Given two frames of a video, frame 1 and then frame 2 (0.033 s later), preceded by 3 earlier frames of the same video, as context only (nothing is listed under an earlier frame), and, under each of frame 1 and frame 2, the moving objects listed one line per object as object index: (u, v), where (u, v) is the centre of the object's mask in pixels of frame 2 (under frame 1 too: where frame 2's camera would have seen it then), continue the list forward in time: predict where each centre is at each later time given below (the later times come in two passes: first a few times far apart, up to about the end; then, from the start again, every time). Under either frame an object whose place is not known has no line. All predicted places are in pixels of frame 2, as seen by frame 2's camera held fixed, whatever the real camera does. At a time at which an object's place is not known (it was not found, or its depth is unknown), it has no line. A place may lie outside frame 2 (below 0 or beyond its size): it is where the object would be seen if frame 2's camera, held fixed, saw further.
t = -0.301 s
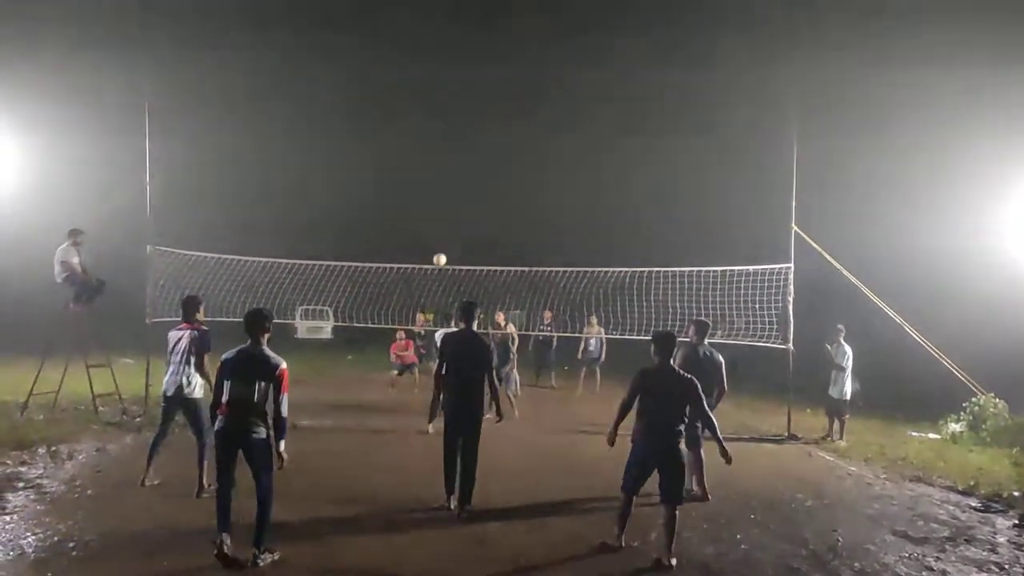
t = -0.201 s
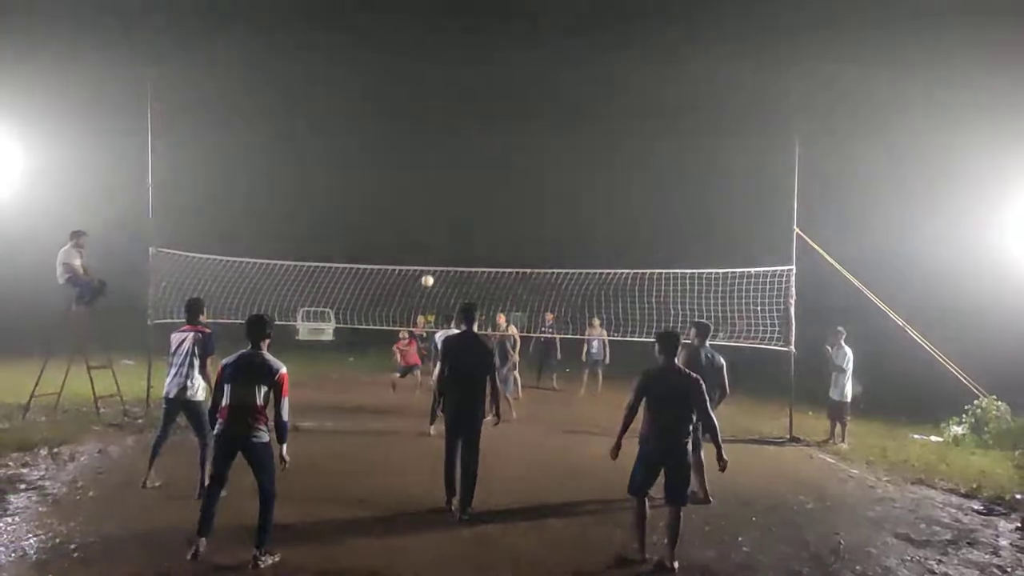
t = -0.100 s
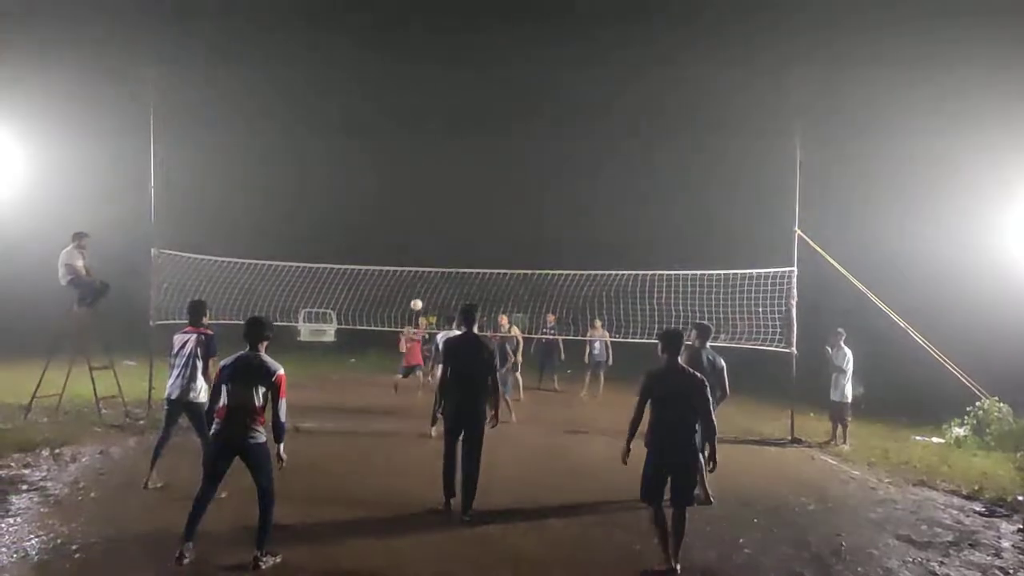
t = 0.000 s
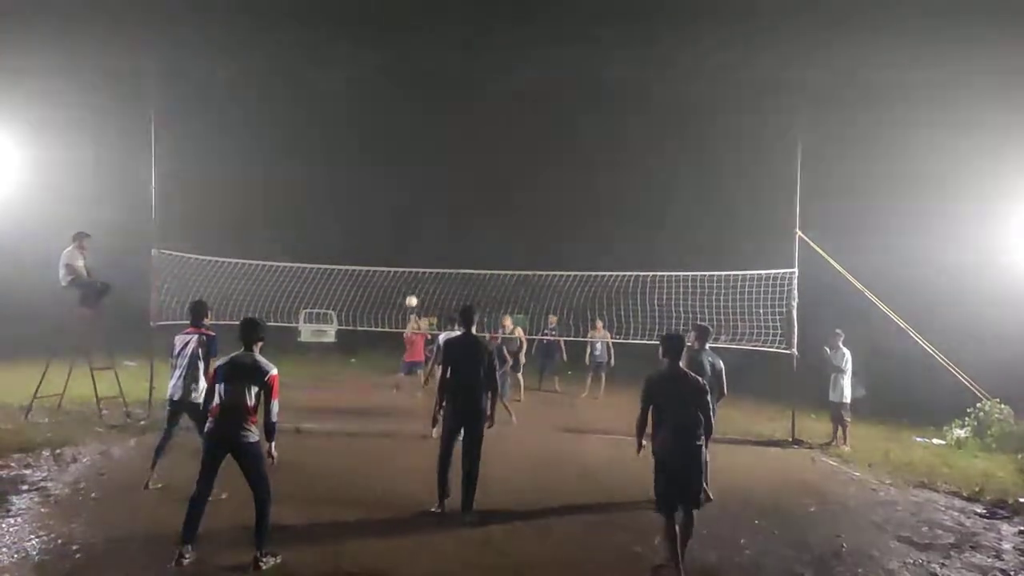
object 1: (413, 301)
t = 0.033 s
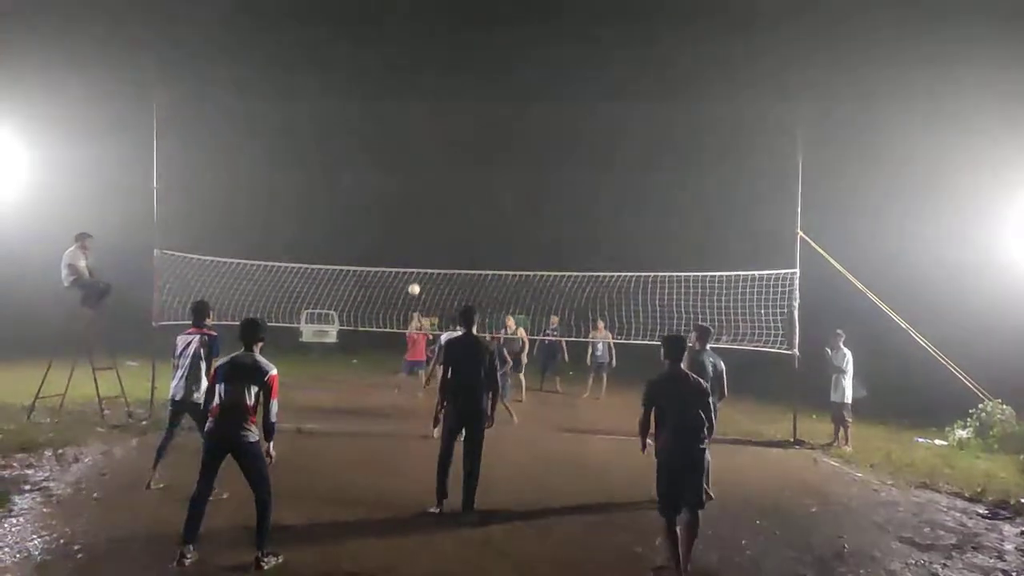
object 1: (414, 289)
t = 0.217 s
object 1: (419, 224)
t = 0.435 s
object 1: (425, 160)
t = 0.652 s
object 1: (428, 118)
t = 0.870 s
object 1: (431, 101)
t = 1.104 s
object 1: (432, 127)
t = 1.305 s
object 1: (429, 204)
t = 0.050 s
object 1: (414, 282)
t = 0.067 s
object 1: (415, 277)
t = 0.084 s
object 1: (415, 270)
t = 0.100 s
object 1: (416, 263)
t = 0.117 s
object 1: (416, 258)
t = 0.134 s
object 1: (417, 252)
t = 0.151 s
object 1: (417, 246)
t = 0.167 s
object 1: (418, 241)
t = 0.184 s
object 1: (418, 235)
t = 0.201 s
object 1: (419, 229)
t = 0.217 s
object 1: (419, 224)
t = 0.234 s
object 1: (419, 218)
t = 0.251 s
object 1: (420, 213)
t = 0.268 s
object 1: (420, 207)
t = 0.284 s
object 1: (420, 202)
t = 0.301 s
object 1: (421, 198)
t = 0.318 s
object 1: (421, 193)
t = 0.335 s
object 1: (421, 188)
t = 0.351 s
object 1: (422, 183)
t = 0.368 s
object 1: (422, 179)
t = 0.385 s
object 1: (423, 174)
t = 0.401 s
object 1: (424, 170)
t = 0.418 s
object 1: (424, 165)
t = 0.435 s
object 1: (425, 160)
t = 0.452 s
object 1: (425, 156)
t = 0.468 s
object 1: (425, 152)
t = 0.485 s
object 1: (425, 148)
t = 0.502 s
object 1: (425, 145)
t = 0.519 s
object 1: (426, 141)
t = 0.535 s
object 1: (426, 138)
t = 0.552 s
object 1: (427, 135)
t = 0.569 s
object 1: (427, 131)
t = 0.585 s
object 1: (427, 128)
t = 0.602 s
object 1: (427, 126)
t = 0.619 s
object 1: (427, 123)
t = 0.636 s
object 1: (428, 120)
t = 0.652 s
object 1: (428, 118)
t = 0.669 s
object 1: (429, 115)
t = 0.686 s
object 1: (429, 113)
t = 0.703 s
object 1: (430, 111)
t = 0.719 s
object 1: (430, 109)
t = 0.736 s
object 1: (430, 107)
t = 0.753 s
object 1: (430, 106)
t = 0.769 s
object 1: (430, 104)
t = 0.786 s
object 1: (430, 103)
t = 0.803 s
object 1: (431, 103)
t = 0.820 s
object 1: (431, 102)
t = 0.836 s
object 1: (431, 101)
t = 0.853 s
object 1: (431, 101)
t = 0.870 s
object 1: (431, 101)
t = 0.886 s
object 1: (431, 101)
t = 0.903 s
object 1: (431, 102)
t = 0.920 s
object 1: (432, 102)
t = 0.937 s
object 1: (432, 103)
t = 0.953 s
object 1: (432, 104)
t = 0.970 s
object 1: (432, 106)
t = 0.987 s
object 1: (433, 107)
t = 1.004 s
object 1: (433, 109)
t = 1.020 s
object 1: (433, 111)
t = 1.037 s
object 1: (433, 114)
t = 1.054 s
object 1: (433, 116)
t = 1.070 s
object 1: (432, 120)
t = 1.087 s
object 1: (432, 124)
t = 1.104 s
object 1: (432, 127)
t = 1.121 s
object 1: (432, 131)
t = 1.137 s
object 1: (432, 136)
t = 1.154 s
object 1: (431, 141)
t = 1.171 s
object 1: (431, 146)
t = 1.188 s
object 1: (431, 153)
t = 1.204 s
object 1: (431, 158)
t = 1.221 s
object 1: (431, 165)
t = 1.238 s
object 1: (431, 173)
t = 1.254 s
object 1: (431, 179)
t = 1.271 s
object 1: (430, 187)
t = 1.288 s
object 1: (430, 196)
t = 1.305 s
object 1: (429, 204)
